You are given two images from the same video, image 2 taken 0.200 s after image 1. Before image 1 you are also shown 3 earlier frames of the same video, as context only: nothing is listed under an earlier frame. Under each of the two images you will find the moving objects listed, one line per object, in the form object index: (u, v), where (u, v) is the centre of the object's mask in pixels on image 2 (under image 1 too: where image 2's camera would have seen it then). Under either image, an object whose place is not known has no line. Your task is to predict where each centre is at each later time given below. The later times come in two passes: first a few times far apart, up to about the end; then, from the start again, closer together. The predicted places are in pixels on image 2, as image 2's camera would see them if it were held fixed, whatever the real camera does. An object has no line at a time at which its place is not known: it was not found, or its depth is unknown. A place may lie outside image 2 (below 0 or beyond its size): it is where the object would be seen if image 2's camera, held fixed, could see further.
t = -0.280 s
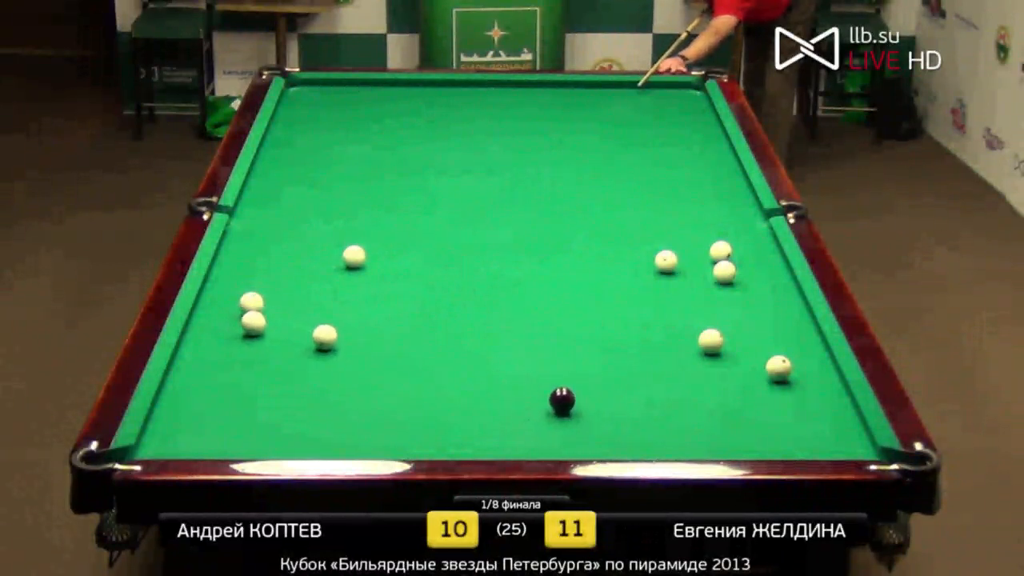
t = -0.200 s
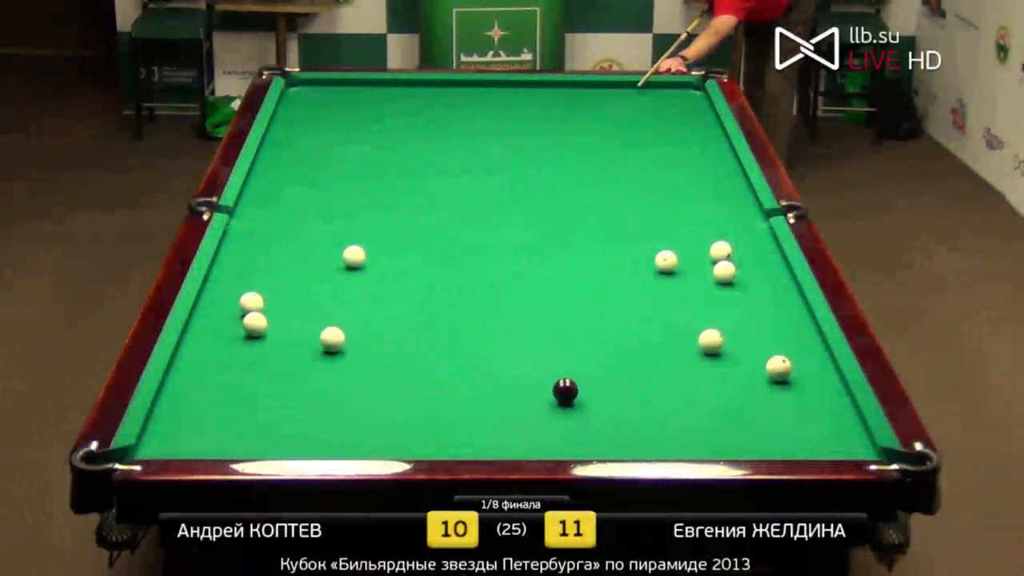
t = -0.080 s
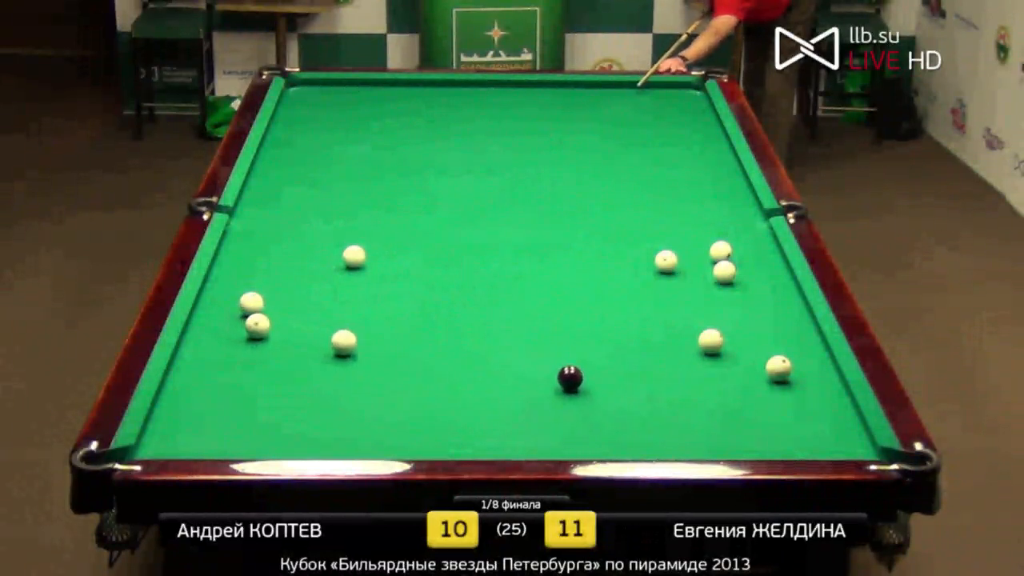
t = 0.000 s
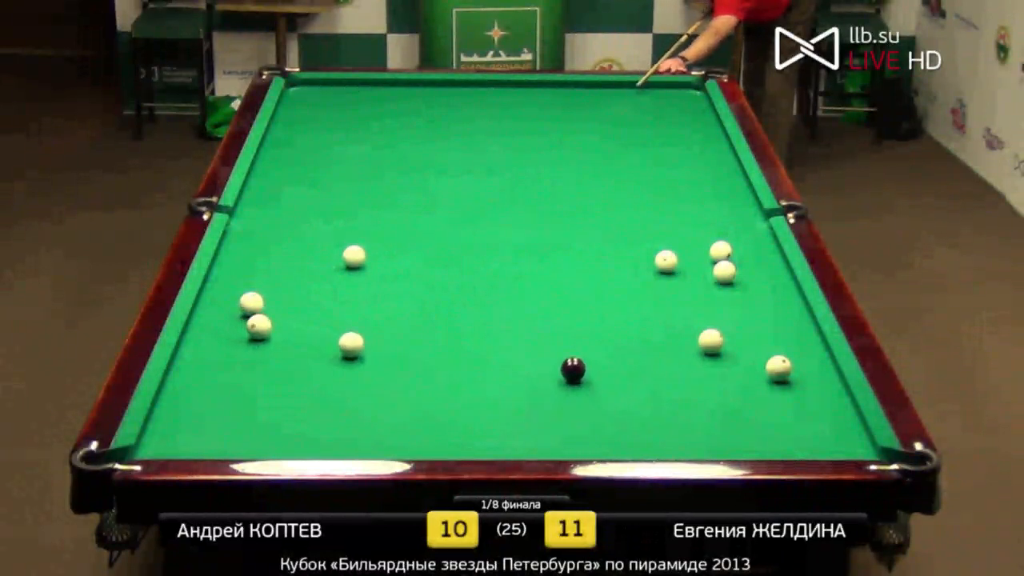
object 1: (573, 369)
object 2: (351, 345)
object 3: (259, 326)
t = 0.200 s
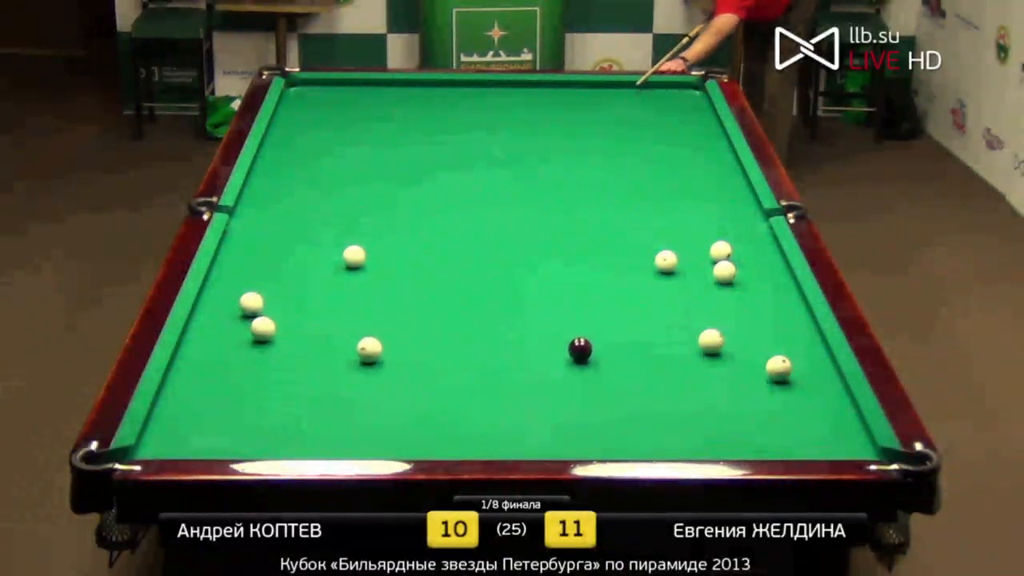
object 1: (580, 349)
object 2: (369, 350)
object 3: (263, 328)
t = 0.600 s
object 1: (593, 314)
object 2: (404, 360)
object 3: (268, 332)
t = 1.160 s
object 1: (608, 271)
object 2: (449, 371)
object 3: (275, 335)
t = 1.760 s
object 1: (621, 233)
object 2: (492, 383)
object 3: (278, 336)
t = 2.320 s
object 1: (631, 204)
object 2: (525, 392)
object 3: (278, 336)
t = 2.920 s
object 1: (640, 178)
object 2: (554, 400)
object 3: (279, 336)
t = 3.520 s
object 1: (648, 156)
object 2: (574, 405)
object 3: (279, 336)
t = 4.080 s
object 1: (654, 138)
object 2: (585, 409)
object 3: (279, 336)
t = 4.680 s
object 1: (659, 122)
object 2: (586, 410)
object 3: (279, 336)
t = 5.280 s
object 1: (663, 109)
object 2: (586, 410)
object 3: (279, 336)
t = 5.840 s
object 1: (664, 99)
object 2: (586, 410)
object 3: (279, 336)
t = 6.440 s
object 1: (664, 90)
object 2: (586, 410)
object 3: (279, 336)
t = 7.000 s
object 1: (665, 85)
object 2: (586, 410)
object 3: (279, 336)
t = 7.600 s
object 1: (665, 89)
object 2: (586, 410)
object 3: (279, 336)
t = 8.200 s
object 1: (667, 90)
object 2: (586, 410)
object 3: (278, 336)
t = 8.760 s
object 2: (586, 410)
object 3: (278, 336)
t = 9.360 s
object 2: (586, 410)
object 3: (278, 336)
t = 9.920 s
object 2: (586, 410)
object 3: (278, 336)
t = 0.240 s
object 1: (581, 346)
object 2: (373, 351)
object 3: (263, 329)
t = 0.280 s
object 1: (583, 342)
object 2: (377, 352)
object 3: (264, 329)
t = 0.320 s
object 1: (584, 338)
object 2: (380, 353)
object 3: (265, 330)
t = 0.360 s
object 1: (585, 335)
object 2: (384, 354)
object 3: (265, 330)
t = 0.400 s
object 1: (586, 331)
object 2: (387, 355)
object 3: (266, 331)
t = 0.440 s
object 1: (588, 327)
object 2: (390, 356)
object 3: (266, 331)
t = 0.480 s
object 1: (589, 324)
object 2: (394, 356)
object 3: (267, 331)
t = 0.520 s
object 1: (590, 320)
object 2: (397, 358)
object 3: (268, 332)
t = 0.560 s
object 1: (591, 317)
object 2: (401, 359)
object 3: (268, 332)
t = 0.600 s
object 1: (593, 314)
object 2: (404, 360)
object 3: (268, 332)
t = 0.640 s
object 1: (594, 310)
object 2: (407, 361)
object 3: (269, 333)
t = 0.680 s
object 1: (595, 307)
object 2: (411, 362)
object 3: (269, 333)
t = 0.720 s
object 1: (596, 304)
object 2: (414, 362)
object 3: (270, 333)
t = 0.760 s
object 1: (597, 301)
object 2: (418, 363)
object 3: (270, 333)
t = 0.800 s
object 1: (598, 297)
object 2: (421, 364)
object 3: (271, 334)
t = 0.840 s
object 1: (600, 294)
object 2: (424, 365)
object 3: (271, 334)
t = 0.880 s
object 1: (601, 291)
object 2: (427, 366)
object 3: (272, 334)
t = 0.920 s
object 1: (602, 288)
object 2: (431, 367)
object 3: (272, 334)
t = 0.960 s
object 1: (603, 285)
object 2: (434, 367)
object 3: (273, 335)
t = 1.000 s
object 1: (604, 282)
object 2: (437, 368)
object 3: (273, 335)
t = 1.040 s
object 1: (605, 279)
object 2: (440, 369)
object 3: (273, 335)
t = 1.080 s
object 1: (606, 277)
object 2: (443, 370)
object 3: (274, 335)
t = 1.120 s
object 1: (607, 274)
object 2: (446, 371)
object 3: (274, 335)
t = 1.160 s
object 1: (608, 271)
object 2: (449, 371)
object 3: (275, 335)
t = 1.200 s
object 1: (609, 268)
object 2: (453, 372)
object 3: (275, 336)
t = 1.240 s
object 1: (609, 266)
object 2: (455, 373)
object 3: (275, 335)
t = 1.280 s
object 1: (611, 263)
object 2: (459, 374)
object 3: (276, 336)
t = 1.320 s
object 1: (611, 260)
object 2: (461, 374)
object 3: (276, 336)
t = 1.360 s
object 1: (612, 257)
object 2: (464, 375)
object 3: (276, 336)
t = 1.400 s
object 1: (613, 255)
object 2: (467, 376)
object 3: (277, 336)
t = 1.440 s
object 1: (614, 252)
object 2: (470, 377)
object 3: (277, 336)
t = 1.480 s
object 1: (615, 250)
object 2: (473, 378)
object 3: (277, 336)
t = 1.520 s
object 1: (616, 247)
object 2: (476, 378)
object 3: (278, 336)
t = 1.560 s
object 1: (617, 245)
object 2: (478, 379)
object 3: (278, 336)
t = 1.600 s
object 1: (618, 243)
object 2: (481, 380)
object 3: (278, 336)
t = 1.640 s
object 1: (618, 240)
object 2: (484, 380)
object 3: (278, 336)
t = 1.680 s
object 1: (619, 238)
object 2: (487, 382)
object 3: (278, 336)
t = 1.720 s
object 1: (620, 236)
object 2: (490, 382)
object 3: (278, 336)
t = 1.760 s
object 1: (621, 233)
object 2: (492, 383)
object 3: (278, 336)
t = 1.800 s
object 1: (622, 231)
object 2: (495, 384)
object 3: (278, 336)
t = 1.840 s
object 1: (623, 229)
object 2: (497, 384)
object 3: (278, 336)
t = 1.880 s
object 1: (623, 226)
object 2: (500, 385)
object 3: (279, 336)
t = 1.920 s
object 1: (624, 224)
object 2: (502, 386)
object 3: (278, 336)
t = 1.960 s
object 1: (625, 222)
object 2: (504, 386)
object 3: (279, 336)
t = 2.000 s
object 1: (625, 220)
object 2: (507, 387)
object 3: (278, 336)
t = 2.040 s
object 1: (626, 218)
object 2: (509, 388)
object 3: (278, 336)
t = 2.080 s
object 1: (627, 216)
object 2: (512, 388)
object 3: (278, 336)
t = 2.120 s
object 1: (628, 214)
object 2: (514, 389)
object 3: (278, 336)
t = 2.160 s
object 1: (628, 212)
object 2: (517, 390)
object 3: (278, 336)
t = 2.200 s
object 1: (629, 210)
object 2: (519, 390)
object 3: (278, 336)
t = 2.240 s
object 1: (630, 208)
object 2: (521, 391)
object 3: (278, 336)
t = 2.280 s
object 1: (630, 206)
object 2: (524, 392)
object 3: (278, 336)
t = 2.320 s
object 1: (631, 204)
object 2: (525, 392)
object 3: (278, 336)
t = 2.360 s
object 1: (631, 202)
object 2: (528, 393)
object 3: (278, 336)
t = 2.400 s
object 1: (632, 200)
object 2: (530, 393)
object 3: (278, 336)
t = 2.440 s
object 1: (633, 198)
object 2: (532, 393)
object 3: (278, 336)
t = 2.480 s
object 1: (633, 197)
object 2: (534, 393)
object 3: (279, 335)
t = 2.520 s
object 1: (634, 195)
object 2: (536, 395)
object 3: (278, 336)
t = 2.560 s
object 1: (635, 193)
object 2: (538, 395)
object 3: (278, 336)
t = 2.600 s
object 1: (636, 191)
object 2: (540, 396)
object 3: (278, 336)
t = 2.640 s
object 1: (636, 190)
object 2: (542, 396)
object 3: (278, 336)
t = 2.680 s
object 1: (637, 188)
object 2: (544, 397)
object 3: (278, 336)
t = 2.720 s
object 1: (637, 186)
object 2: (546, 398)
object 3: (278, 336)
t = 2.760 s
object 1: (638, 184)
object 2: (547, 398)
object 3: (278, 336)
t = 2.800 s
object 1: (638, 183)
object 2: (549, 399)
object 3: (278, 336)
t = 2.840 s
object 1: (639, 181)
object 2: (551, 399)
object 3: (278, 336)
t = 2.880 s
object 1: (640, 179)
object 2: (552, 399)
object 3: (279, 336)
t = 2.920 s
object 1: (640, 178)
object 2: (554, 400)
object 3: (279, 336)
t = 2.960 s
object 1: (641, 176)
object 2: (556, 401)
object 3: (279, 336)
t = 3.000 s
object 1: (641, 175)
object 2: (557, 401)
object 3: (279, 336)
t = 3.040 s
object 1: (642, 173)
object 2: (559, 401)
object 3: (279, 336)
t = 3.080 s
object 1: (642, 171)
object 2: (561, 402)
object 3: (279, 336)
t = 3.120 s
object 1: (643, 170)
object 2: (562, 402)
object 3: (279, 336)
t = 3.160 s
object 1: (644, 168)
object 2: (564, 403)
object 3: (279, 336)
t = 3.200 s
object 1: (644, 167)
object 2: (565, 403)
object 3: (279, 336)
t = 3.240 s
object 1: (645, 165)
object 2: (567, 403)
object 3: (279, 336)
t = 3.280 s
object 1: (645, 164)
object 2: (568, 403)
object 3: (279, 336)
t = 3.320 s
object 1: (646, 162)
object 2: (569, 404)
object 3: (279, 336)
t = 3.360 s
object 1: (646, 161)
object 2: (570, 404)
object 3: (279, 336)
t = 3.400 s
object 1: (647, 160)
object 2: (571, 404)
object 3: (279, 336)
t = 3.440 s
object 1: (647, 158)
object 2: (572, 405)
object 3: (279, 336)
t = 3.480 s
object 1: (648, 157)
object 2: (573, 405)
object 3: (279, 336)
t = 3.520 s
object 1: (648, 156)
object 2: (574, 405)
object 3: (279, 336)
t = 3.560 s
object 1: (649, 154)
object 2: (575, 406)
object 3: (279, 336)
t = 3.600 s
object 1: (649, 153)
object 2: (576, 406)
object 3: (279, 336)
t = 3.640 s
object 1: (649, 152)
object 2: (577, 406)
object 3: (279, 336)
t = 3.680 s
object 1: (650, 150)
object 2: (578, 407)
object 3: (279, 336)
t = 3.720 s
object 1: (650, 149)
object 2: (579, 407)
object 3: (279, 336)
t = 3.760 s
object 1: (651, 148)
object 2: (580, 407)
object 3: (279, 336)
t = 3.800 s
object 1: (651, 147)
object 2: (581, 407)
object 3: (279, 336)
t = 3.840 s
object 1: (652, 145)
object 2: (581, 408)
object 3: (279, 336)
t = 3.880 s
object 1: (652, 144)
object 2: (582, 408)
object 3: (279, 336)
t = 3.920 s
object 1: (653, 143)
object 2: (583, 408)
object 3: (279, 336)
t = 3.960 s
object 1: (653, 142)
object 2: (583, 408)
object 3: (279, 336)
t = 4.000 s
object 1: (654, 141)
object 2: (584, 408)
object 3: (279, 336)
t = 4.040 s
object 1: (654, 139)
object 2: (584, 408)
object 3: (279, 336)
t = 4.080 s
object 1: (654, 138)
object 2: (585, 409)
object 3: (279, 336)
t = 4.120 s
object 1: (655, 137)
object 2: (585, 409)
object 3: (279, 336)
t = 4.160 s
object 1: (655, 136)
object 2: (585, 409)
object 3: (279, 336)
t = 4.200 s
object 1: (655, 135)
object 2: (586, 409)
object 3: (279, 336)
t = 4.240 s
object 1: (656, 133)
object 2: (586, 409)
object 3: (279, 336)
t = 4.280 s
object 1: (656, 133)
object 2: (586, 409)
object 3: (279, 336)
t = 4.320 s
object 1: (656, 132)
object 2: (586, 410)
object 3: (279, 336)
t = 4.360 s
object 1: (657, 131)
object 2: (586, 410)
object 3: (279, 336)
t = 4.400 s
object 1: (657, 129)
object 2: (586, 410)
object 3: (279, 336)
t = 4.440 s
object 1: (658, 129)
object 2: (587, 410)
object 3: (279, 336)
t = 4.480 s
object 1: (658, 128)
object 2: (587, 410)
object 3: (279, 336)
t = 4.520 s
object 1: (658, 127)
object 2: (587, 410)
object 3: (279, 336)
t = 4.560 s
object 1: (658, 126)
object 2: (587, 410)
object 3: (279, 336)
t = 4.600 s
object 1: (659, 125)
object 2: (586, 410)
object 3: (279, 336)
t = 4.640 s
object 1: (659, 123)
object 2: (586, 410)
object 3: (279, 336)
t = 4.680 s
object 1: (659, 122)
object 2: (586, 410)
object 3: (279, 336)
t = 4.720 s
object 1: (660, 122)
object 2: (586, 410)
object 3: (279, 336)
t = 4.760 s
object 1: (660, 121)
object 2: (586, 410)
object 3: (279, 336)
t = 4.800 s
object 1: (660, 120)
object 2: (586, 410)
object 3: (279, 336)
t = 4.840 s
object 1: (660, 119)
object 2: (586, 410)
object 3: (279, 336)
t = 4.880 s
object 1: (661, 118)
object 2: (587, 410)
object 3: (279, 335)
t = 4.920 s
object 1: (661, 117)
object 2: (586, 410)
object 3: (279, 336)
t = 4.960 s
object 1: (661, 116)
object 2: (586, 410)
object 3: (279, 336)
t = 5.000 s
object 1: (661, 115)
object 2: (586, 410)
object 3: (279, 336)
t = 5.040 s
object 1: (662, 114)
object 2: (586, 410)
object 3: (279, 336)
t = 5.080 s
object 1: (662, 113)
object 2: (586, 410)
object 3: (279, 336)
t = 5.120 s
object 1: (662, 112)
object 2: (586, 410)
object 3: (279, 336)
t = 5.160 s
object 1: (662, 112)
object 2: (586, 410)
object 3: (279, 336)
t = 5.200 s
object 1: (662, 111)
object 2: (586, 410)
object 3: (279, 336)
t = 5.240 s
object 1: (662, 110)
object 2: (586, 410)
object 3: (279, 336)
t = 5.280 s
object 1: (663, 109)
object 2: (586, 410)
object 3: (279, 336)
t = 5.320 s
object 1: (663, 108)
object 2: (586, 410)
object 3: (279, 336)
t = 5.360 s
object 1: (663, 108)
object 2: (586, 410)
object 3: (279, 336)
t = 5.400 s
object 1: (663, 107)
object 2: (586, 410)
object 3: (279, 336)
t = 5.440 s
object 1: (663, 106)
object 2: (586, 410)
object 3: (279, 336)
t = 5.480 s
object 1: (663, 105)
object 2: (586, 410)
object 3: (279, 336)
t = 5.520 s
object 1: (663, 104)
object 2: (586, 410)
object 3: (279, 336)
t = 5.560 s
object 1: (663, 104)
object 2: (586, 410)
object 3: (279, 336)
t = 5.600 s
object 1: (663, 103)
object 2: (586, 410)
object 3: (279, 336)
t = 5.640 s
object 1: (663, 102)
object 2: (586, 410)
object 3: (279, 336)
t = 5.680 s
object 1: (664, 101)
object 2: (586, 410)
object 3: (279, 336)
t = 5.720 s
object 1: (664, 101)
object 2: (586, 410)
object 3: (279, 336)
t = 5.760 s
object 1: (664, 100)
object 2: (586, 410)
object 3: (279, 336)
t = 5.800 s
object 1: (664, 99)
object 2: (586, 410)
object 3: (279, 336)
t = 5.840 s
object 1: (664, 99)
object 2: (586, 410)
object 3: (279, 336)
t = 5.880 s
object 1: (664, 98)
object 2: (586, 410)
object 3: (279, 336)
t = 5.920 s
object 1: (664, 97)
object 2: (586, 410)
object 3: (279, 336)
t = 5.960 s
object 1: (664, 97)
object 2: (586, 410)
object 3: (279, 336)
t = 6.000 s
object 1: (664, 96)
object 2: (586, 410)
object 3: (279, 336)
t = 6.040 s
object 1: (664, 96)
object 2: (586, 410)
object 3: (279, 336)
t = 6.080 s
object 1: (664, 95)
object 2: (586, 410)
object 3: (279, 336)
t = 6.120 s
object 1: (664, 94)
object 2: (586, 410)
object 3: (279, 336)
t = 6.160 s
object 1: (664, 94)
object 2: (586, 410)
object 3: (279, 336)
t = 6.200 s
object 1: (664, 94)
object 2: (586, 410)
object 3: (279, 336)
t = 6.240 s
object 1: (664, 93)
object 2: (586, 410)
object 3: (279, 336)
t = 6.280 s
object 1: (664, 92)
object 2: (586, 409)
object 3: (279, 336)
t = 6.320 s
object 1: (664, 91)
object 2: (586, 410)
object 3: (279, 336)
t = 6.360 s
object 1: (664, 91)
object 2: (586, 410)
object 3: (279, 336)
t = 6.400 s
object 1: (664, 90)
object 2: (586, 410)
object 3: (279, 336)
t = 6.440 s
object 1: (664, 90)
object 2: (586, 410)
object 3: (279, 336)
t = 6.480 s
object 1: (664, 89)
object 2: (586, 410)
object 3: (279, 336)
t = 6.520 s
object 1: (664, 89)
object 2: (586, 409)
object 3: (279, 336)
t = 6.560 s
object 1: (664, 88)
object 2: (586, 410)
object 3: (279, 336)
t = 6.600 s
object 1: (664, 88)
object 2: (586, 410)
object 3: (279, 336)
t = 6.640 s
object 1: (664, 87)
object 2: (586, 409)
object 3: (279, 336)
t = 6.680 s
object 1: (664, 86)
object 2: (586, 409)
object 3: (279, 336)
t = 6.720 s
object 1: (664, 86)
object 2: (586, 410)
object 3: (279, 336)
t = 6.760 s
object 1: (664, 85)
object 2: (586, 409)
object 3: (279, 336)
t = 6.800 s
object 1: (663, 85)
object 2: (586, 409)
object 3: (279, 336)
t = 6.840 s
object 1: (663, 85)
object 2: (586, 410)
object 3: (279, 336)
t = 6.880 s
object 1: (664, 85)
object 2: (586, 410)
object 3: (279, 336)
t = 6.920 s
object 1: (664, 85)
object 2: (586, 410)
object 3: (279, 336)
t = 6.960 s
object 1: (664, 85)
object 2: (586, 409)
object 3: (279, 336)
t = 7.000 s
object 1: (665, 85)
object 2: (586, 410)
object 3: (279, 336)
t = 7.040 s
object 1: (665, 86)
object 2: (586, 410)
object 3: (279, 336)
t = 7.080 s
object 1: (665, 86)
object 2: (586, 410)
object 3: (279, 336)
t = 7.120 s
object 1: (665, 86)
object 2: (586, 410)
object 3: (279, 336)
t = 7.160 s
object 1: (665, 87)
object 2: (586, 410)
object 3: (279, 336)
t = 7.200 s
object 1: (665, 86)
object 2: (586, 410)
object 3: (279, 336)
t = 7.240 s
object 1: (665, 87)
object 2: (586, 410)
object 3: (279, 336)
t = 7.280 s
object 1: (665, 88)
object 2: (586, 409)
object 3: (279, 335)
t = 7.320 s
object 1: (665, 88)
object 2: (586, 410)
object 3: (279, 336)
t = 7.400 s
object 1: (665, 88)
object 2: (586, 410)
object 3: (279, 336)
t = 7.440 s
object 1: (665, 89)
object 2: (586, 410)
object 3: (279, 336)
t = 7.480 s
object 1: (665, 89)
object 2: (586, 410)
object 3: (279, 336)
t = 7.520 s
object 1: (665, 89)
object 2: (586, 410)
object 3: (279, 336)
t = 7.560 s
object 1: (665, 89)
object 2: (586, 410)
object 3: (278, 336)
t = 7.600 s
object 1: (665, 89)
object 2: (586, 410)
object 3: (279, 336)
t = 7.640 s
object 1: (665, 89)
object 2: (586, 410)
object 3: (279, 336)
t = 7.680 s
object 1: (665, 89)
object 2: (586, 410)
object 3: (279, 336)
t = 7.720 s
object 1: (665, 89)
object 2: (586, 410)
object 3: (279, 336)
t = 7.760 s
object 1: (665, 89)
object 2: (586, 410)
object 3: (279, 336)
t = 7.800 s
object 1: (665, 89)
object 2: (586, 410)
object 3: (278, 336)
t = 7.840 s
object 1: (665, 90)
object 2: (586, 410)
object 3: (279, 336)
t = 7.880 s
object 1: (665, 90)
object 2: (586, 410)
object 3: (279, 336)
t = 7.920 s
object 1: (666, 90)
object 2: (586, 410)
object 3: (278, 336)
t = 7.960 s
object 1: (666, 90)
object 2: (586, 410)
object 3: (278, 336)
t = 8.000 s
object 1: (666, 90)
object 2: (586, 410)
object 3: (278, 336)
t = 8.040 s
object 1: (667, 90)
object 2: (586, 410)
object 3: (278, 336)
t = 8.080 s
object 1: (666, 90)
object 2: (586, 410)
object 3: (278, 336)
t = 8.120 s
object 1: (667, 90)
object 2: (586, 410)
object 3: (278, 336)
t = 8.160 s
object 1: (667, 90)
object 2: (586, 410)
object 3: (278, 336)
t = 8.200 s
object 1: (667, 90)
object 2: (586, 410)
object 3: (278, 336)
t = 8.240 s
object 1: (667, 90)
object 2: (586, 410)
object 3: (278, 336)
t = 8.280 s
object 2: (586, 410)
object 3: (278, 336)
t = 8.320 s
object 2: (586, 410)
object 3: (278, 336)
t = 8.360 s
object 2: (586, 410)
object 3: (278, 336)
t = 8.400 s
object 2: (586, 410)
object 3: (278, 336)
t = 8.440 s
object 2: (586, 410)
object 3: (278, 336)
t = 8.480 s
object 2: (586, 410)
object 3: (278, 336)
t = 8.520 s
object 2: (586, 410)
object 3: (278, 336)
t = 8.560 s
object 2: (586, 410)
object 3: (278, 336)
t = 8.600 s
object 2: (586, 410)
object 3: (278, 336)
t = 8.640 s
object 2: (586, 410)
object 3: (278, 336)
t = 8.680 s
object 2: (586, 410)
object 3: (278, 336)
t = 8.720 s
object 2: (586, 410)
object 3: (278, 336)
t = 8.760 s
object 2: (586, 410)
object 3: (278, 336)
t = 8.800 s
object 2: (586, 410)
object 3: (278, 336)
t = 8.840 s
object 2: (586, 410)
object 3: (278, 336)
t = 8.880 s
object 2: (586, 410)
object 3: (278, 336)
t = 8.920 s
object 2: (586, 410)
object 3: (278, 336)
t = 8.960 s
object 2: (586, 410)
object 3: (278, 336)
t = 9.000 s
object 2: (586, 410)
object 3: (278, 336)
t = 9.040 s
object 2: (586, 410)
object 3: (278, 336)
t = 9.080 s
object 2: (586, 410)
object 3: (278, 336)
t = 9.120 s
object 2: (586, 410)
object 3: (278, 336)
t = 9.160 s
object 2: (586, 410)
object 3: (278, 336)
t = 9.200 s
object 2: (586, 410)
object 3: (278, 336)
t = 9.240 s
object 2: (586, 410)
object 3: (278, 336)
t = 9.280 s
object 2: (586, 410)
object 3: (278, 336)
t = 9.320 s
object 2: (586, 410)
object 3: (278, 336)
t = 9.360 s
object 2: (586, 410)
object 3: (278, 336)
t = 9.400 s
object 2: (586, 410)
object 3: (278, 336)
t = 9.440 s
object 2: (586, 410)
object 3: (278, 336)
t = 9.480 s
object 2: (586, 410)
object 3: (278, 336)
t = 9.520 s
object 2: (586, 410)
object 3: (278, 336)
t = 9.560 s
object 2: (586, 410)
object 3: (278, 336)
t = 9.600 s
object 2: (586, 410)
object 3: (278, 336)
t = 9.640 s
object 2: (586, 410)
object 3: (278, 336)
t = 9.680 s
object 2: (586, 410)
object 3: (279, 335)
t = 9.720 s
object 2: (586, 410)
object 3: (278, 336)
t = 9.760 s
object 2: (586, 410)
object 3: (278, 336)
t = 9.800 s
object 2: (586, 410)
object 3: (278, 336)
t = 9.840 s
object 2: (586, 410)
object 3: (278, 336)
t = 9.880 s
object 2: (586, 410)
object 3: (279, 336)
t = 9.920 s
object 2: (586, 410)
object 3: (278, 336)
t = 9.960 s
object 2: (586, 410)
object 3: (278, 336)
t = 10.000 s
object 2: (586, 410)
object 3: (278, 336)
